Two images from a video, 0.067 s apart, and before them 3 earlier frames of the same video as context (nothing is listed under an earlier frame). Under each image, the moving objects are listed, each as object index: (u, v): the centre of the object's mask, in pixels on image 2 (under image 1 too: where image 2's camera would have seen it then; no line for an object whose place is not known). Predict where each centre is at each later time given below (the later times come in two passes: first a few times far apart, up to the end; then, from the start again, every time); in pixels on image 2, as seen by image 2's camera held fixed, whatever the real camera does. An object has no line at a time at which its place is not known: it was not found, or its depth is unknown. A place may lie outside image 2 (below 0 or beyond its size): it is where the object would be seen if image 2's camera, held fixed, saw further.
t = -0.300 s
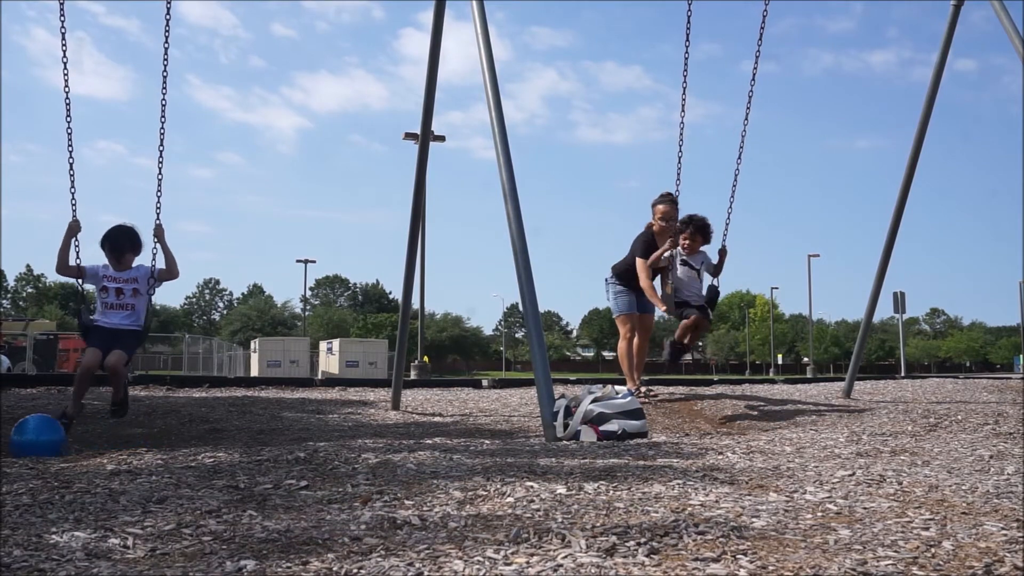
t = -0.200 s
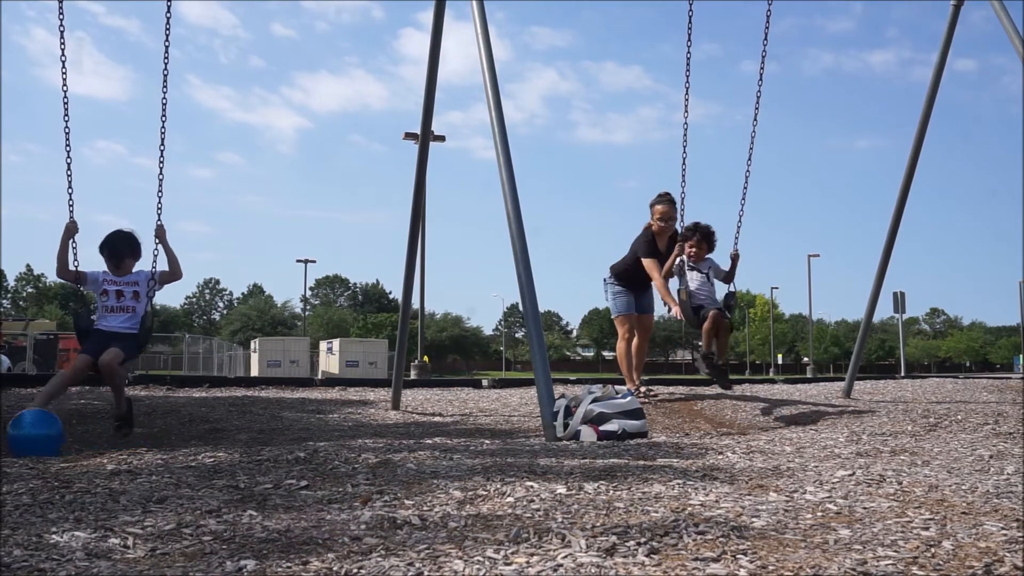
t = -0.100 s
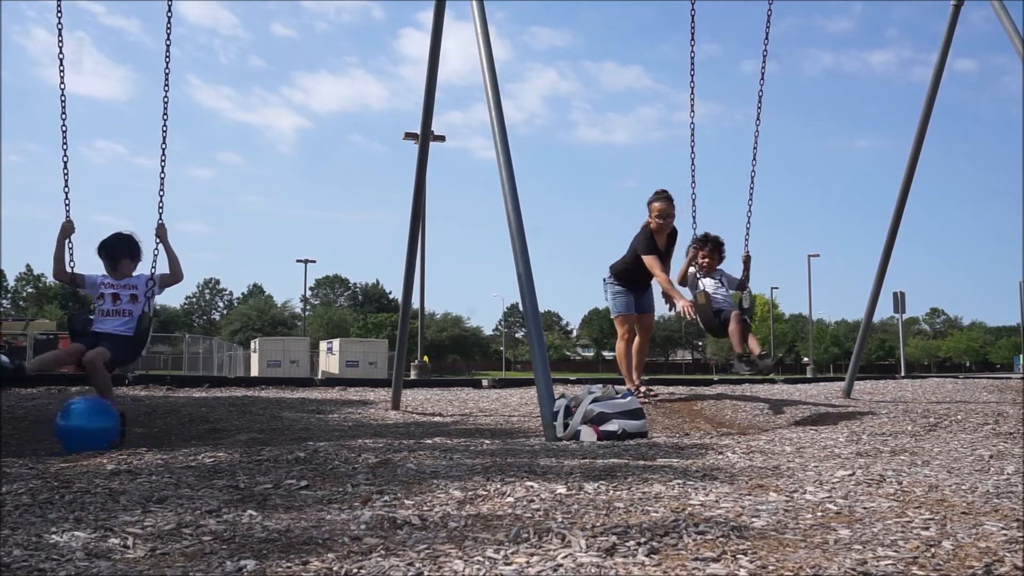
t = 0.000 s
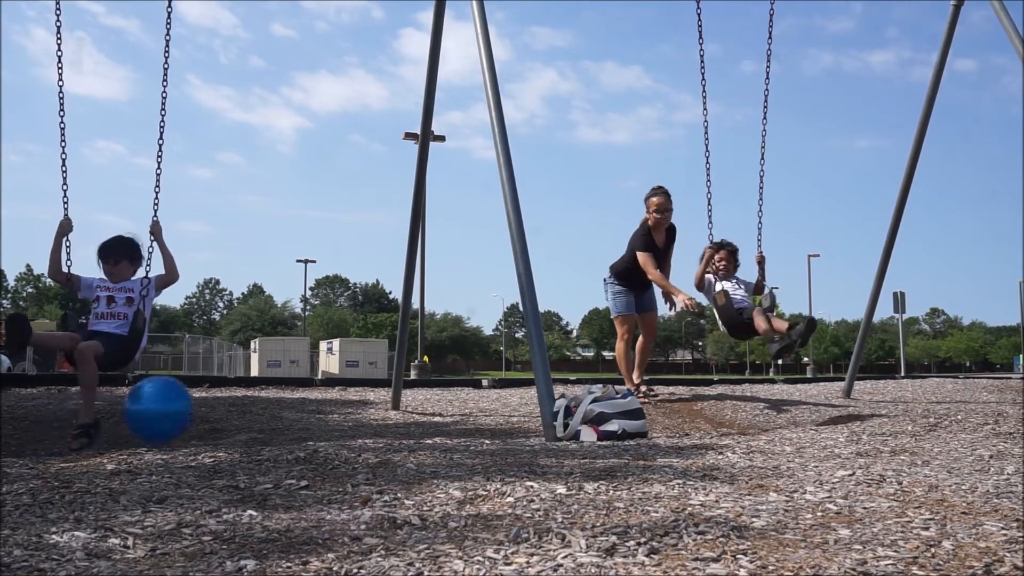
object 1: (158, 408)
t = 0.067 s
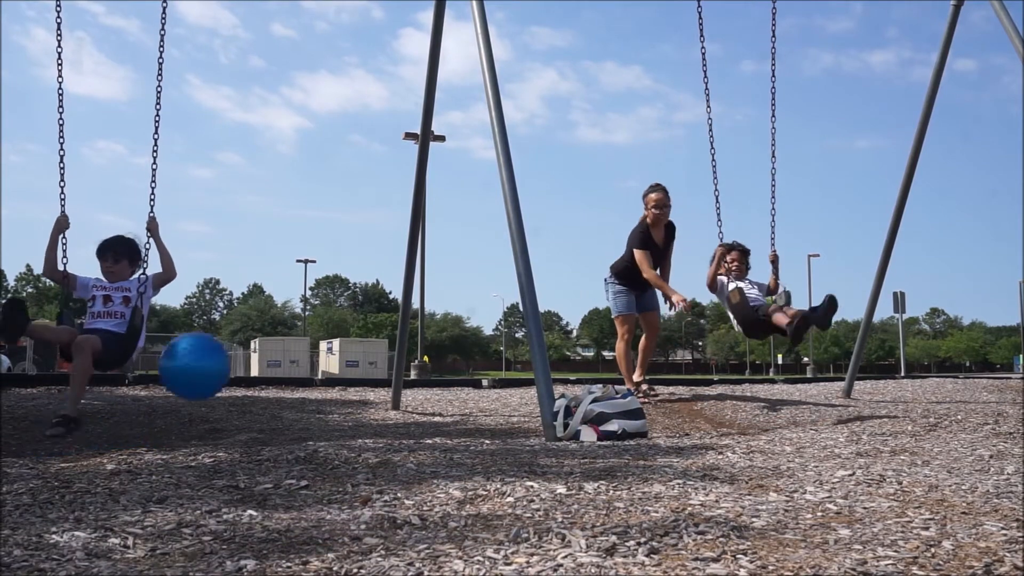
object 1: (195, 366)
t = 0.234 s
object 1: (300, 312)
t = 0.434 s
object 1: (436, 374)
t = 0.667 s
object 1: (636, 364)
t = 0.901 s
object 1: (847, 405)
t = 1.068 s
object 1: (990, 404)
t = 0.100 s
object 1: (213, 348)
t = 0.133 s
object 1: (234, 331)
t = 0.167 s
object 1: (256, 320)
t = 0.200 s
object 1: (278, 315)
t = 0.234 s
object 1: (300, 312)
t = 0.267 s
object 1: (322, 312)
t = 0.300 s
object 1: (344, 314)
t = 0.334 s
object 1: (368, 322)
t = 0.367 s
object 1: (391, 336)
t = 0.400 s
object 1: (414, 353)
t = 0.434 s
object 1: (436, 374)
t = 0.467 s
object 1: (459, 398)
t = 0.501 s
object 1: (486, 413)
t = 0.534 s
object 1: (517, 395)
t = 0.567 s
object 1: (548, 382)
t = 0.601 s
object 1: (578, 372)
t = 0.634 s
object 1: (608, 367)
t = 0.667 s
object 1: (636, 364)
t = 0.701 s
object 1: (664, 363)
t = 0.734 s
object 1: (694, 367)
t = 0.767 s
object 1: (724, 375)
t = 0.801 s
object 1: (755, 388)
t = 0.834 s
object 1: (786, 406)
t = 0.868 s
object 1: (816, 417)
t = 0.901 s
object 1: (847, 405)
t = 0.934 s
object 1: (876, 397)
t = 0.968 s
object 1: (907, 393)
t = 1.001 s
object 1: (936, 392)
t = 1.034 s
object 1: (967, 396)
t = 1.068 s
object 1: (990, 404)
